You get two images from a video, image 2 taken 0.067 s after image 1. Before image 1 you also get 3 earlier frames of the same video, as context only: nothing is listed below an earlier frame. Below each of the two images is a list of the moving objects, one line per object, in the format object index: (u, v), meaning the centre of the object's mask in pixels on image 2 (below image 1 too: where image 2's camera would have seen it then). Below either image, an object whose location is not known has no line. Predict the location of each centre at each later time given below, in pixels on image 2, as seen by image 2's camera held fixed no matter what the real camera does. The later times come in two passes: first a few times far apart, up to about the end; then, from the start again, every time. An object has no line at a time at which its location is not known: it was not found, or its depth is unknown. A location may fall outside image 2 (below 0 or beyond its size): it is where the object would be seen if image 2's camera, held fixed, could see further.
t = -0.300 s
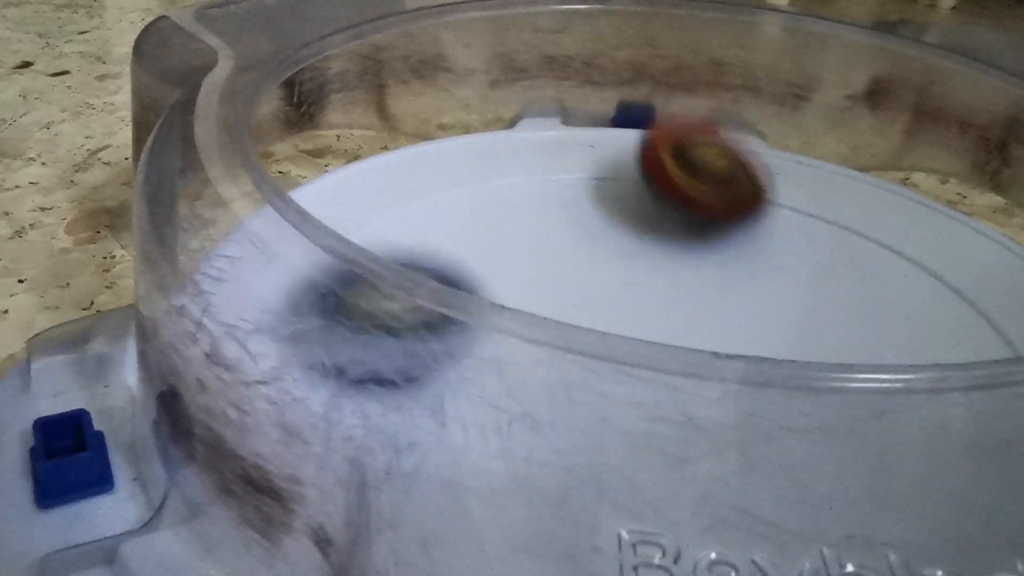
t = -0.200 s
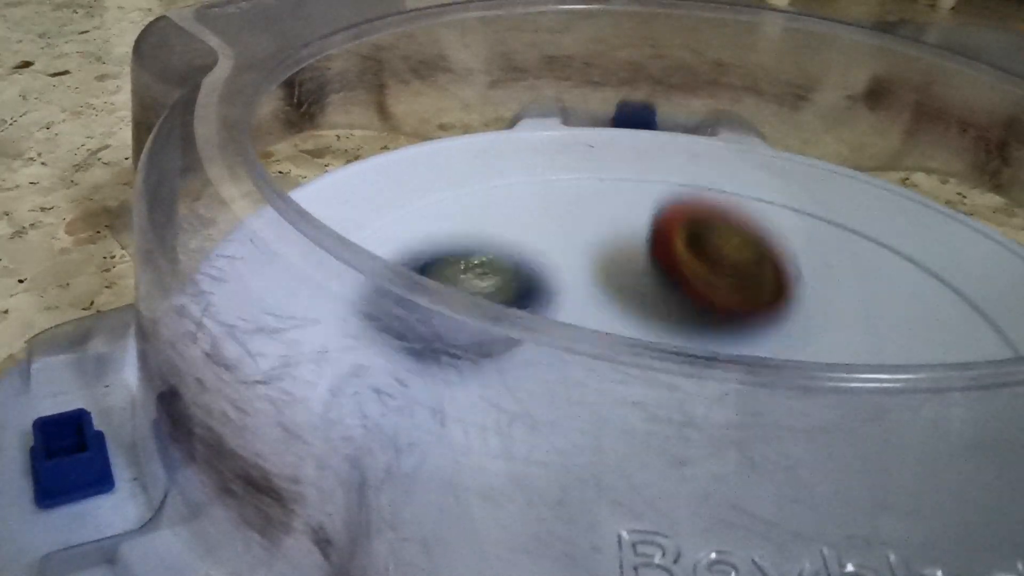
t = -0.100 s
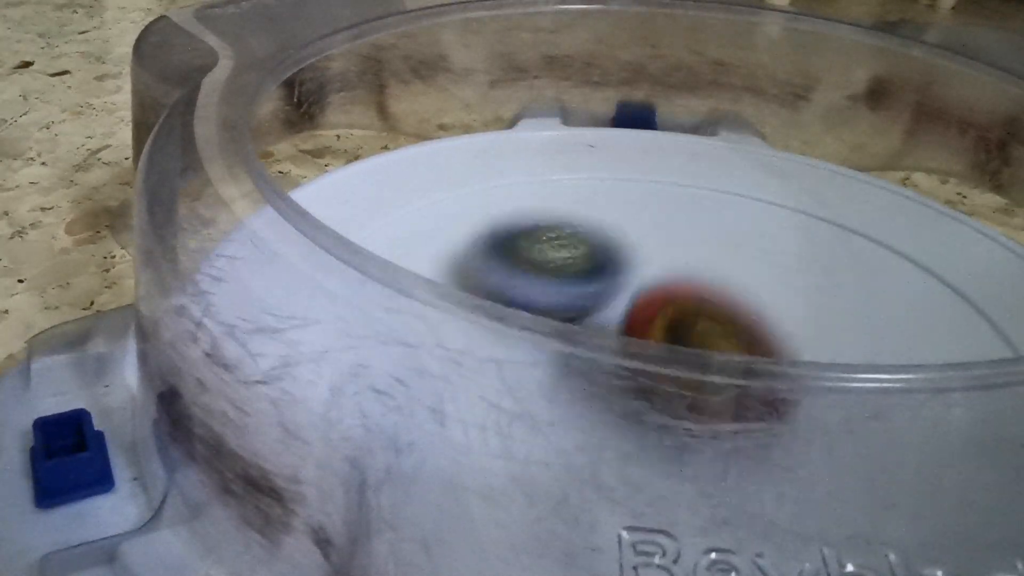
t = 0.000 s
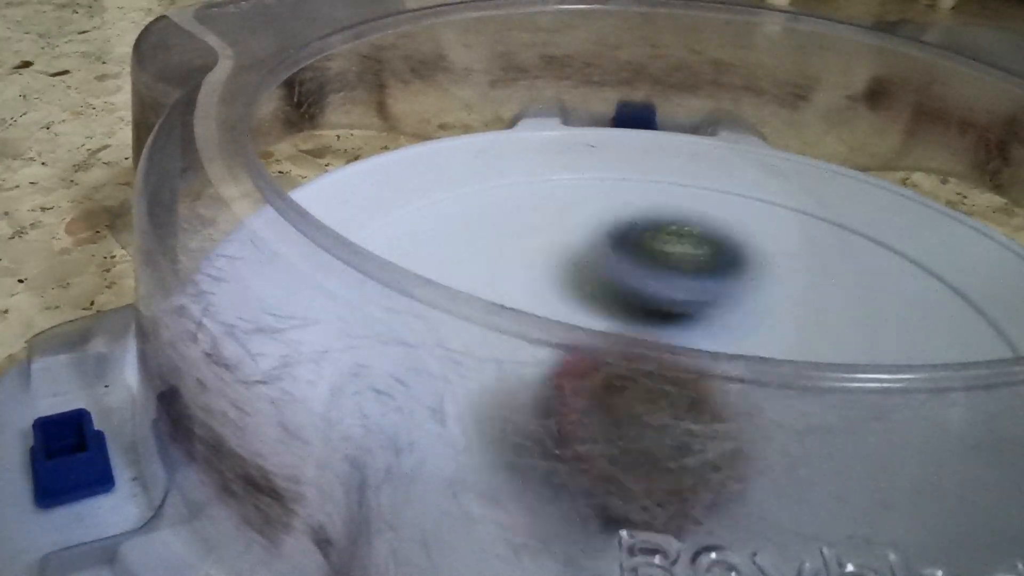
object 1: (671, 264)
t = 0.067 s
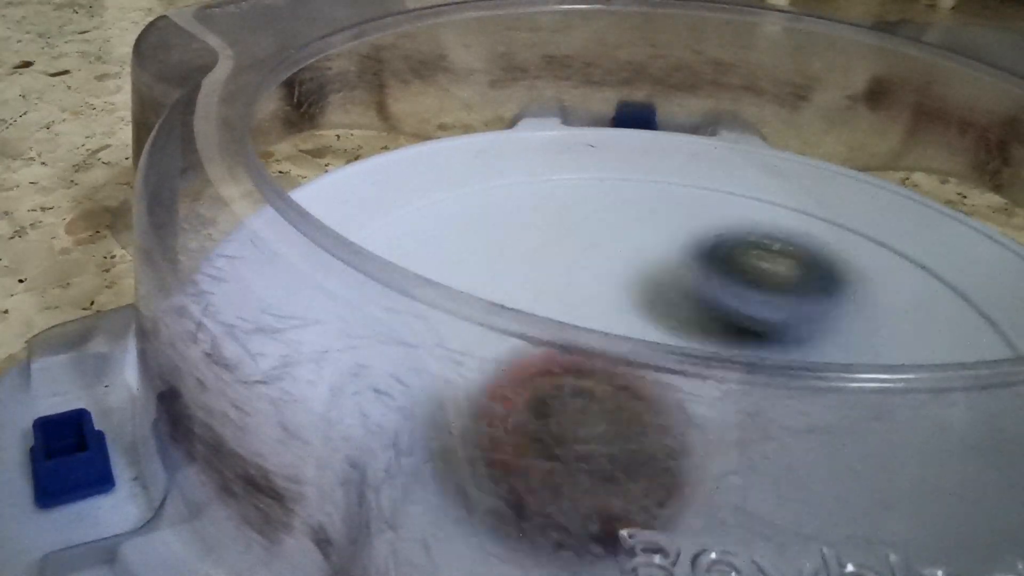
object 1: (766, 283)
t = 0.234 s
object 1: (852, 441)
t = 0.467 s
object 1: (486, 477)
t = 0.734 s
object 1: (497, 235)
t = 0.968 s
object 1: (459, 266)
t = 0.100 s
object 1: (810, 300)
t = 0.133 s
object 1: (846, 315)
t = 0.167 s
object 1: (865, 346)
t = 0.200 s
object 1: (870, 392)
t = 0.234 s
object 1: (852, 441)
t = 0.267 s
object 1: (827, 459)
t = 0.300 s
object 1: (818, 467)
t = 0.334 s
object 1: (731, 477)
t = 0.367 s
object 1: (646, 477)
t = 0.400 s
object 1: (601, 496)
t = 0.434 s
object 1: (535, 497)
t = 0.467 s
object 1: (486, 477)
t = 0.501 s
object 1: (456, 445)
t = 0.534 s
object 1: (424, 408)
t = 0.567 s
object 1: (400, 371)
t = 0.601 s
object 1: (363, 345)
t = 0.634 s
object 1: (366, 317)
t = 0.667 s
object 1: (436, 255)
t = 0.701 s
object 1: (457, 245)
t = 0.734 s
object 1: (497, 235)
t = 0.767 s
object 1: (553, 221)
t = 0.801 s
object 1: (574, 219)
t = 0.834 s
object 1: (534, 226)
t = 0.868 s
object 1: (505, 233)
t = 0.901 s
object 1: (483, 244)
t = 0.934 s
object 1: (472, 249)
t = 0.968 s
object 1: (459, 266)
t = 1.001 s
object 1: (447, 286)
